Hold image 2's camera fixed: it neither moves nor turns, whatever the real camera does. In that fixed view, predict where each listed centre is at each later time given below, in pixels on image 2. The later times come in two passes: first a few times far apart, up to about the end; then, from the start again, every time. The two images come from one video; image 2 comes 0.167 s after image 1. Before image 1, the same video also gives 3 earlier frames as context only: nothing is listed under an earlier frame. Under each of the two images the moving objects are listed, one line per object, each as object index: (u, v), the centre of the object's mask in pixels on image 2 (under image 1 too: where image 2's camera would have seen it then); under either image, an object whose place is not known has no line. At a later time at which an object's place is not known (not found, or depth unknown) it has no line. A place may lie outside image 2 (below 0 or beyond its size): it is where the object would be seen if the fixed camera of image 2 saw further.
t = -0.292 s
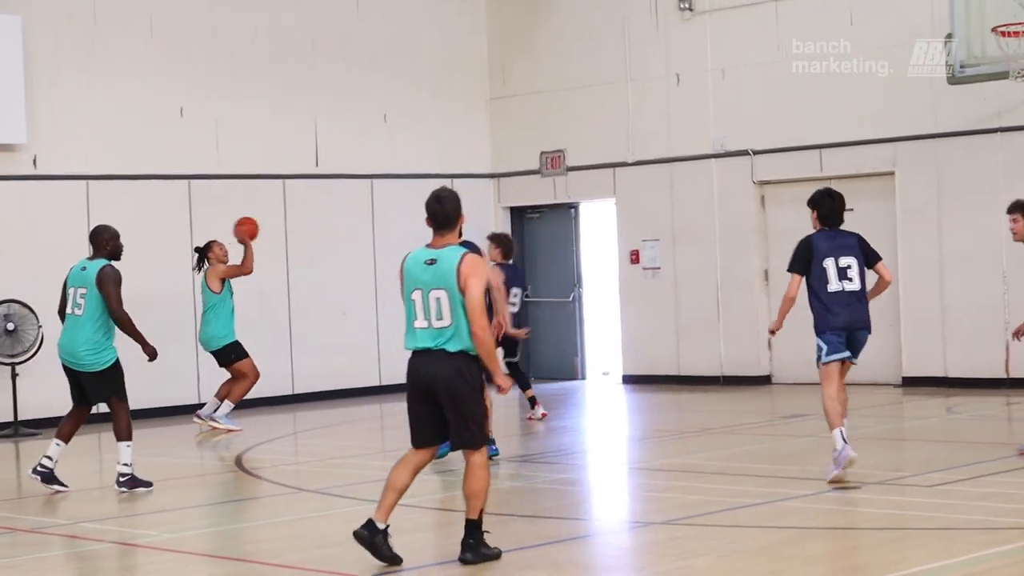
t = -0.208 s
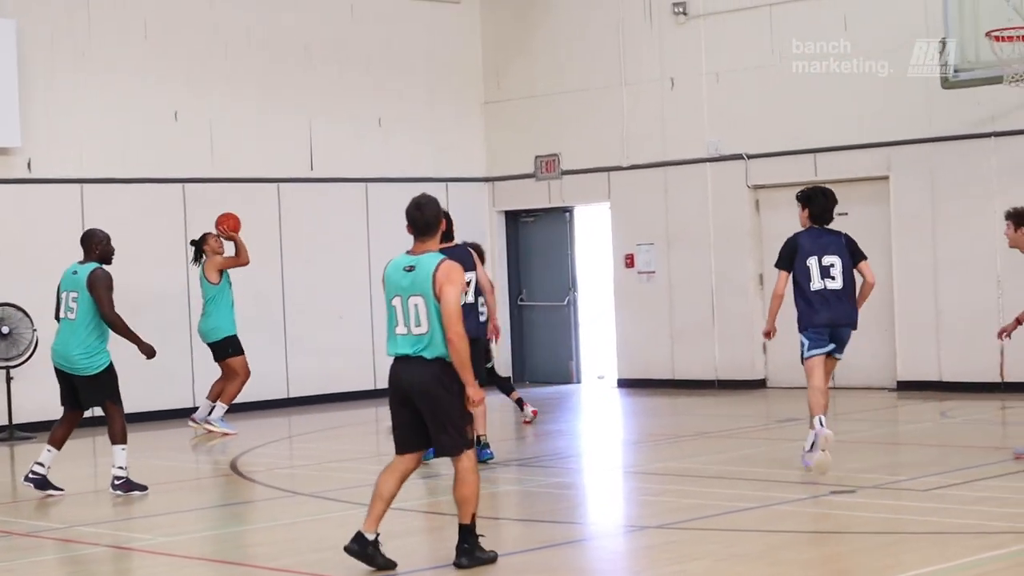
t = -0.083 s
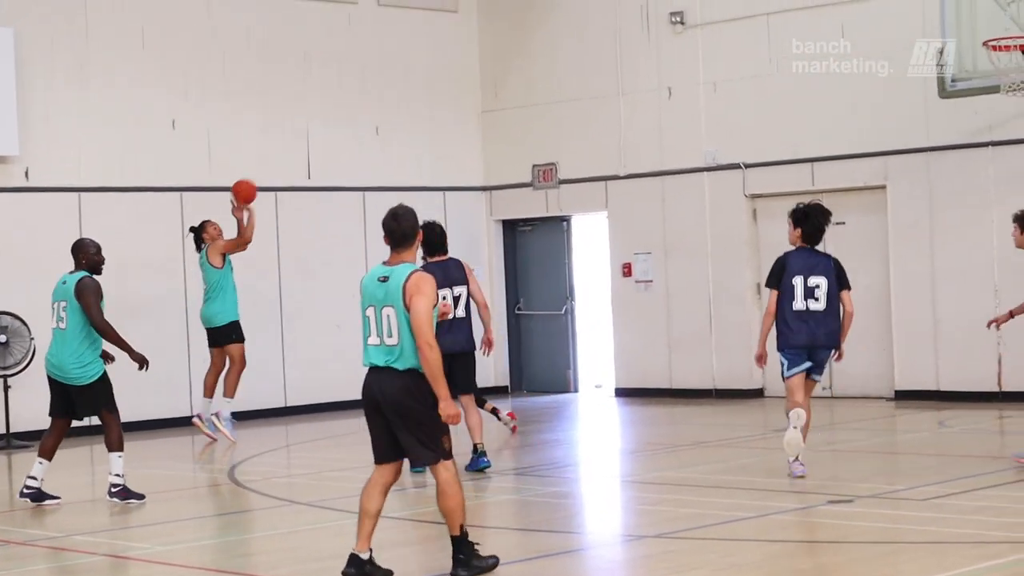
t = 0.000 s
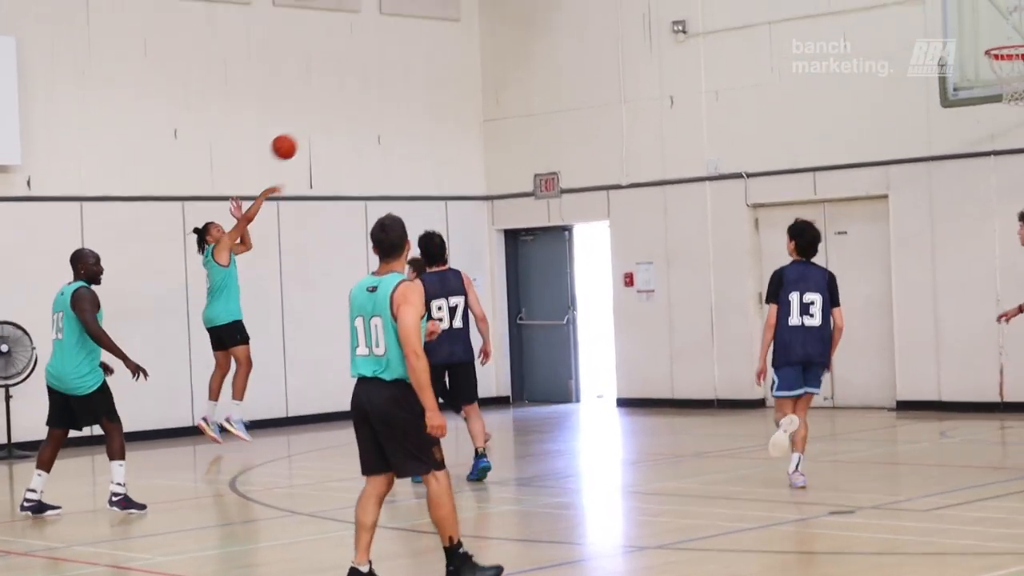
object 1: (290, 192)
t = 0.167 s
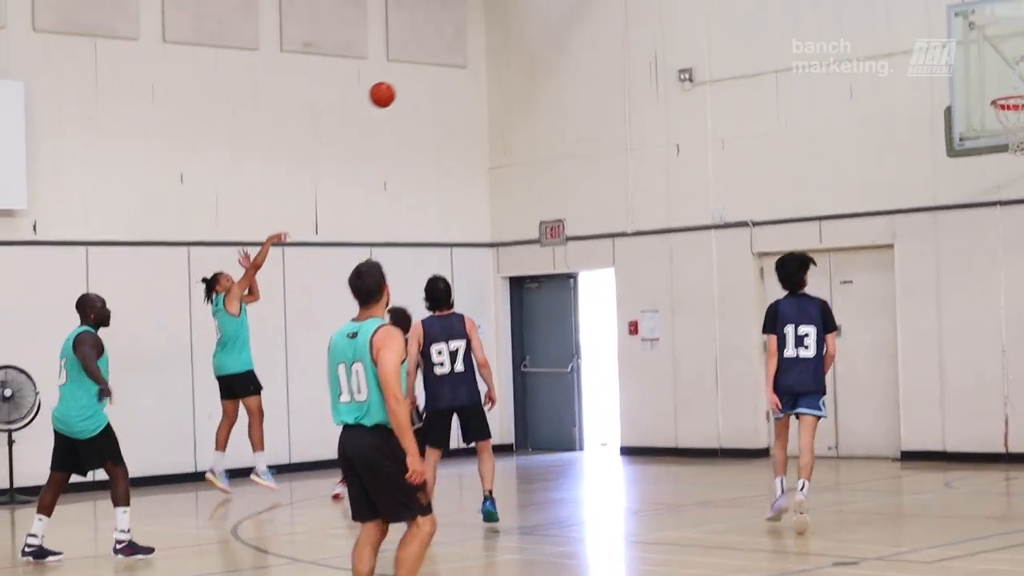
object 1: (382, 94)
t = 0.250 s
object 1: (441, 44)
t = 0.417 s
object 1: (539, -14)
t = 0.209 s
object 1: (418, 64)
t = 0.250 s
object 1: (441, 44)
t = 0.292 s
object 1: (464, 28)
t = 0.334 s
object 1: (489, 11)
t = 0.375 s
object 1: (514, -3)
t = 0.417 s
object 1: (539, -14)
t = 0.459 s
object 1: (565, -24)
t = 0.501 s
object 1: (590, -32)
